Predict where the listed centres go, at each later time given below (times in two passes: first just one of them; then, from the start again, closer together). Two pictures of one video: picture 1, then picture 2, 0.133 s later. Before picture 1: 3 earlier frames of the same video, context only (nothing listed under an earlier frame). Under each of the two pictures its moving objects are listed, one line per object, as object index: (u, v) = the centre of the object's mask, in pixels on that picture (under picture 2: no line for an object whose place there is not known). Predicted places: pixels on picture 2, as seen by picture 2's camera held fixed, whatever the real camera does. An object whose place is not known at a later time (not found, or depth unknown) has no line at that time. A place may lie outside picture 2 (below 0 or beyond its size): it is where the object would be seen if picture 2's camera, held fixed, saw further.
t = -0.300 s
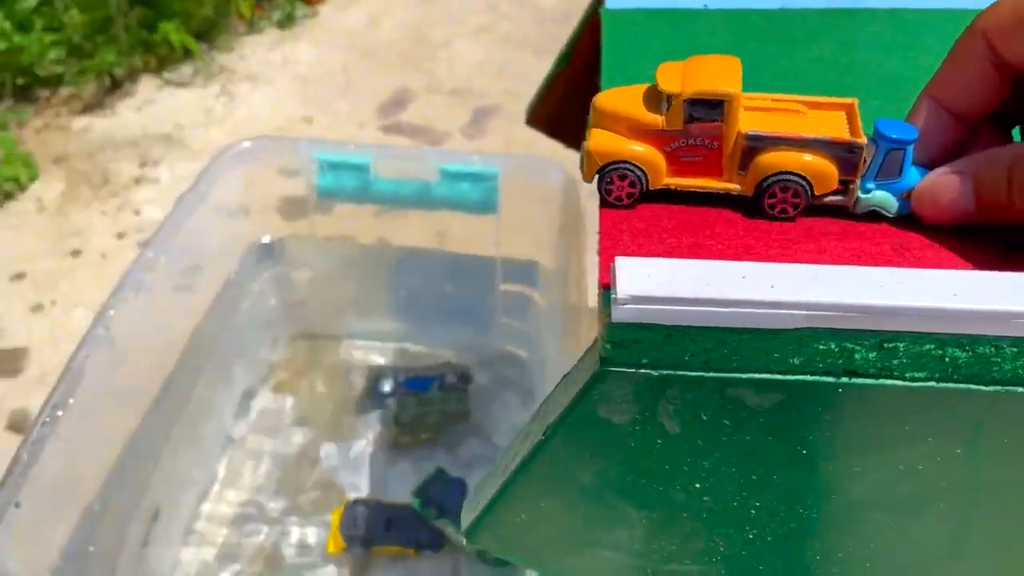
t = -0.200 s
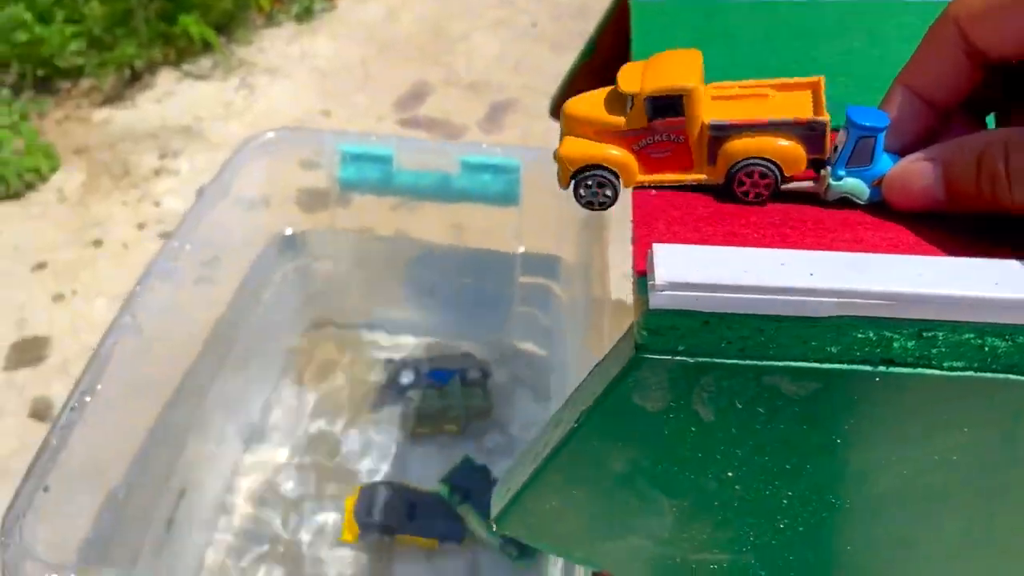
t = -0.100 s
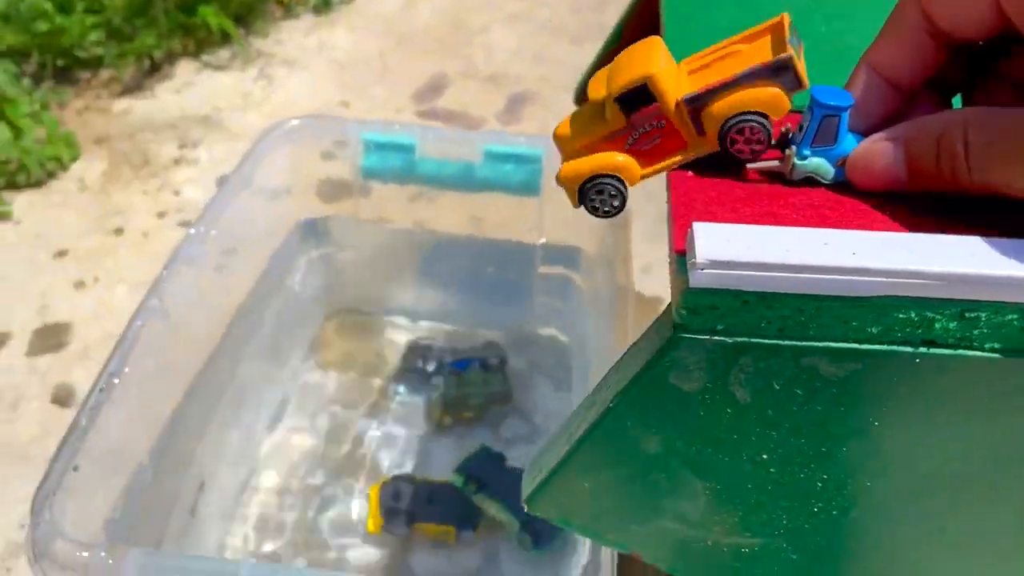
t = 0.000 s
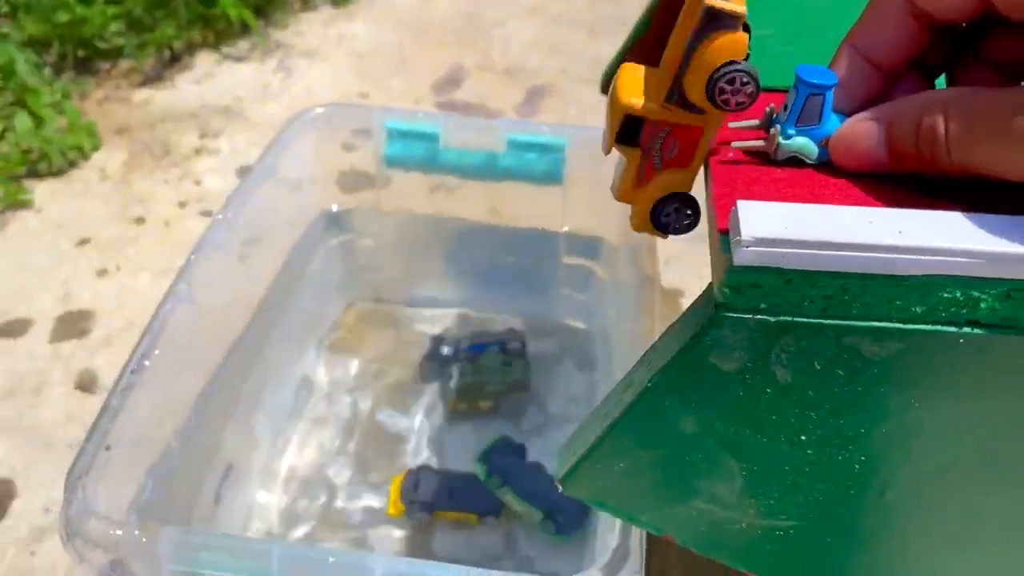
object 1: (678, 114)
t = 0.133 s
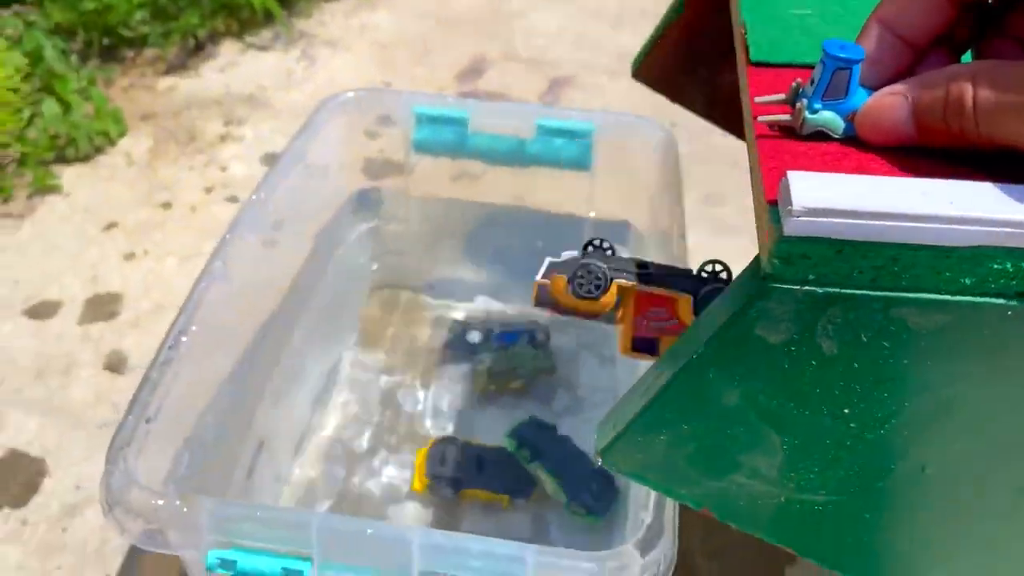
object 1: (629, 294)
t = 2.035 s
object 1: (281, 483)
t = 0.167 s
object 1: (590, 378)
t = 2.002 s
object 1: (283, 481)
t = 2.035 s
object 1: (281, 483)
